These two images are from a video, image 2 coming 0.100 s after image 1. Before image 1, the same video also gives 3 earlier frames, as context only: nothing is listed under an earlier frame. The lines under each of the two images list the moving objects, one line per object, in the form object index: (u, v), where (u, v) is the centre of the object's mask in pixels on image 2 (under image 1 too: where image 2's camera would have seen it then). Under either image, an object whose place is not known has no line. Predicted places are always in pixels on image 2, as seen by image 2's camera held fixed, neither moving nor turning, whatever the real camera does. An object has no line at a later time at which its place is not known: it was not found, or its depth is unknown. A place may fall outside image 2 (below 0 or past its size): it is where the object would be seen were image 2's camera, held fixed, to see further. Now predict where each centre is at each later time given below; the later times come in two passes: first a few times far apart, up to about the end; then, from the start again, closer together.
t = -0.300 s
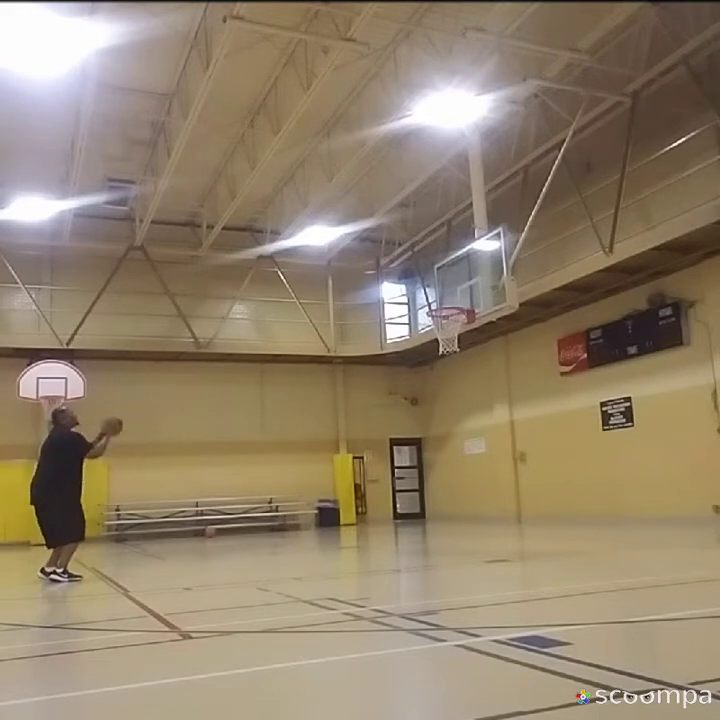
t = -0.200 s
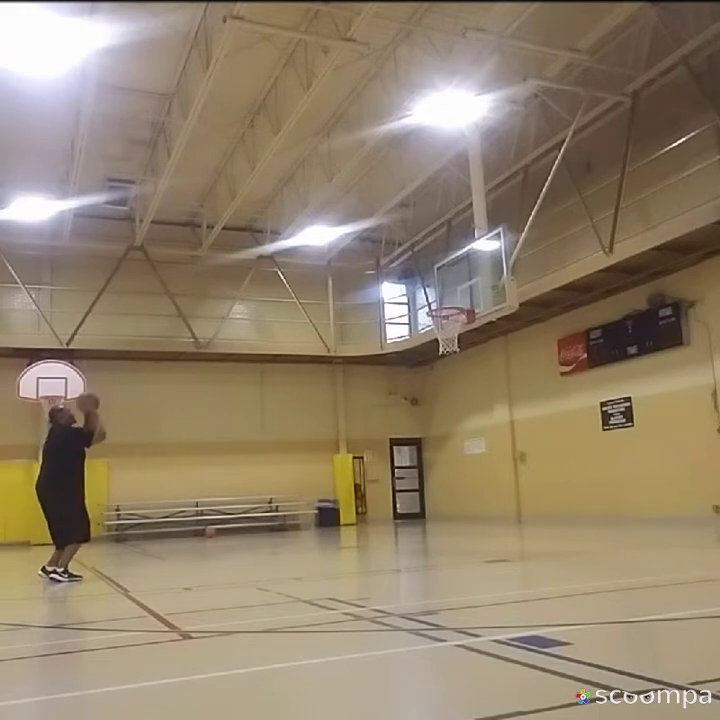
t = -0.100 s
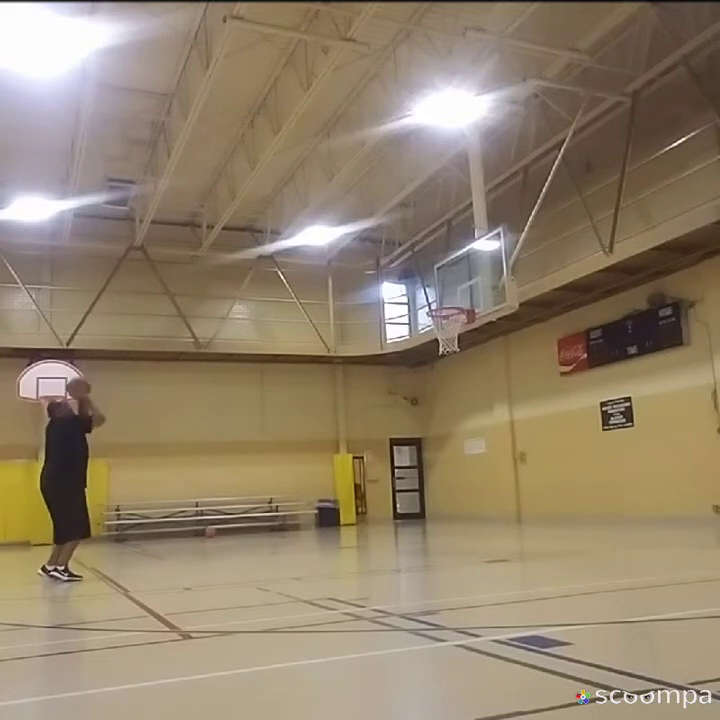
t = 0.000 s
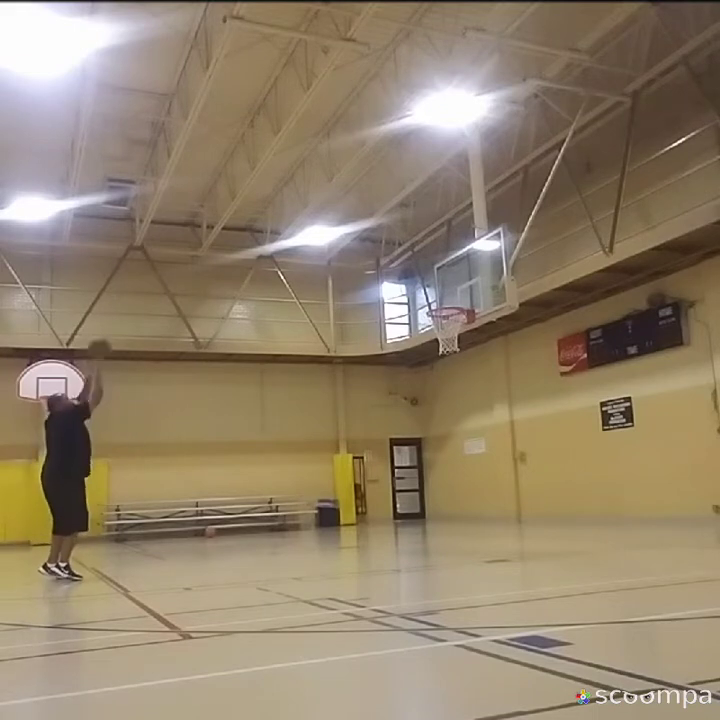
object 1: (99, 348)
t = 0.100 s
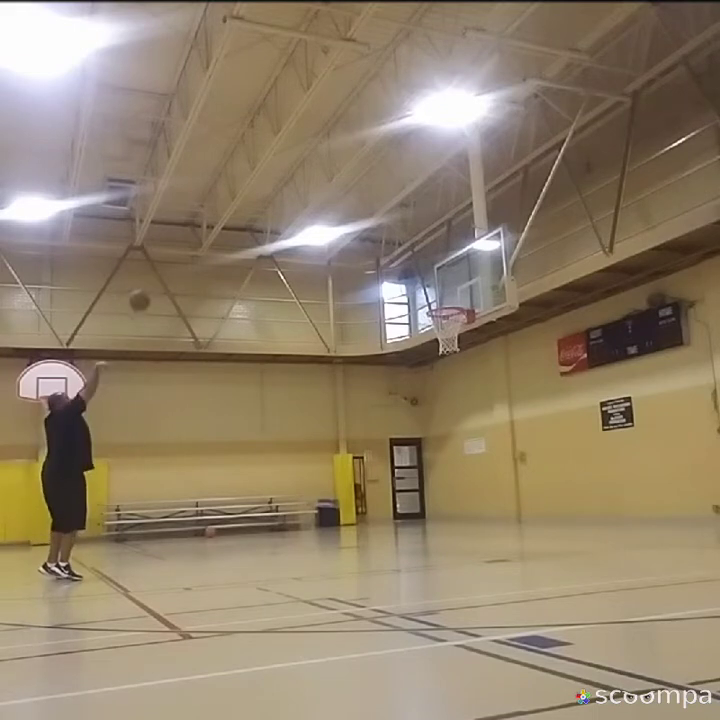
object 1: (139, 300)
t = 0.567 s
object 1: (297, 218)
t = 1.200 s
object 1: (464, 295)
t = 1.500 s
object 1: (430, 304)
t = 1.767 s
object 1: (399, 372)
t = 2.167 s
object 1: (356, 513)
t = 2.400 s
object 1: (339, 420)
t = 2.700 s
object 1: (318, 370)
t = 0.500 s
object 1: (278, 220)
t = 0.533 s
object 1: (287, 218)
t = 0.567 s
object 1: (297, 218)
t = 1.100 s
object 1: (445, 300)
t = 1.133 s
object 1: (453, 298)
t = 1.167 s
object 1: (462, 297)
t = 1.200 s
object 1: (464, 295)
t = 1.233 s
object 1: (461, 292)
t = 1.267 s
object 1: (456, 291)
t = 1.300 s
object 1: (453, 290)
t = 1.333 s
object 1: (449, 291)
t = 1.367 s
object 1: (446, 292)
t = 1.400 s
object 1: (441, 293)
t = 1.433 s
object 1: (437, 296)
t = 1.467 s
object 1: (434, 299)
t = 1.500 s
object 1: (430, 304)
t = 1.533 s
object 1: (426, 309)
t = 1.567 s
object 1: (422, 316)
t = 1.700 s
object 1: (407, 350)
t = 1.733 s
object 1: (403, 360)
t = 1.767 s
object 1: (399, 372)
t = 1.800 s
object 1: (396, 388)
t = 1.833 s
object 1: (392, 403)
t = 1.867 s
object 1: (388, 420)
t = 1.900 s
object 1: (385, 437)
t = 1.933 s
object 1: (380, 456)
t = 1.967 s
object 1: (376, 474)
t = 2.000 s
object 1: (373, 496)
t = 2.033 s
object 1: (369, 518)
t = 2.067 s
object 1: (365, 542)
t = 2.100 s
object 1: (362, 550)
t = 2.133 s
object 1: (359, 532)
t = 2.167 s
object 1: (356, 513)
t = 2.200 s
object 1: (354, 497)
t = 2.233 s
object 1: (351, 481)
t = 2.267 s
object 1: (349, 466)
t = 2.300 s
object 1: (345, 454)
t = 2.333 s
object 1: (344, 442)
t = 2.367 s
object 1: (341, 430)
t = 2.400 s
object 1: (339, 420)
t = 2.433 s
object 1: (335, 410)
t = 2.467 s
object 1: (334, 402)
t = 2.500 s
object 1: (331, 394)
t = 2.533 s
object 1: (329, 387)
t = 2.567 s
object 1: (327, 382)
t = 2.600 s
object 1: (325, 377)
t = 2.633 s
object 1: (322, 374)
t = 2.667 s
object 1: (321, 371)
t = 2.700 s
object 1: (318, 370)
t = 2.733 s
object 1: (316, 370)
